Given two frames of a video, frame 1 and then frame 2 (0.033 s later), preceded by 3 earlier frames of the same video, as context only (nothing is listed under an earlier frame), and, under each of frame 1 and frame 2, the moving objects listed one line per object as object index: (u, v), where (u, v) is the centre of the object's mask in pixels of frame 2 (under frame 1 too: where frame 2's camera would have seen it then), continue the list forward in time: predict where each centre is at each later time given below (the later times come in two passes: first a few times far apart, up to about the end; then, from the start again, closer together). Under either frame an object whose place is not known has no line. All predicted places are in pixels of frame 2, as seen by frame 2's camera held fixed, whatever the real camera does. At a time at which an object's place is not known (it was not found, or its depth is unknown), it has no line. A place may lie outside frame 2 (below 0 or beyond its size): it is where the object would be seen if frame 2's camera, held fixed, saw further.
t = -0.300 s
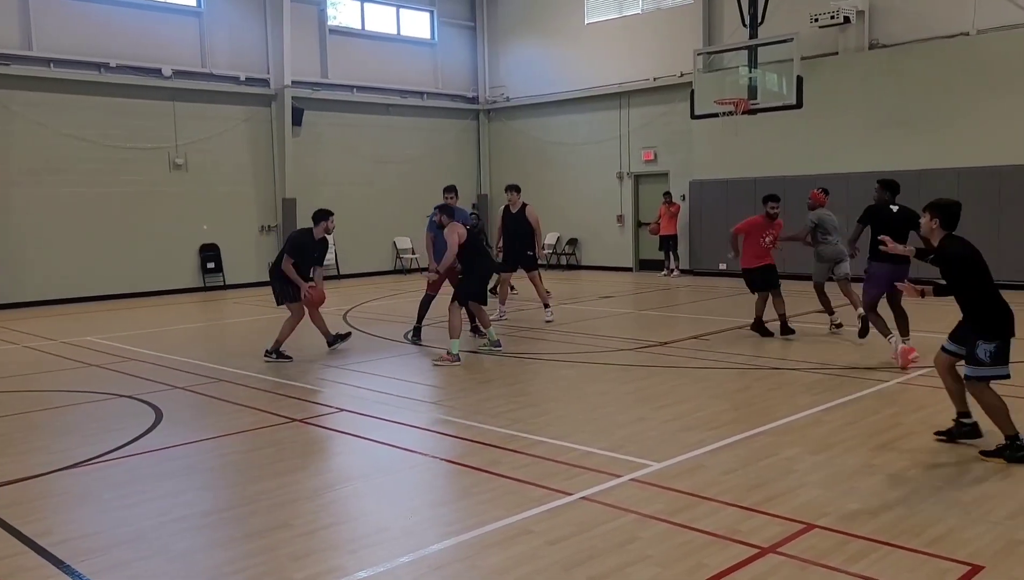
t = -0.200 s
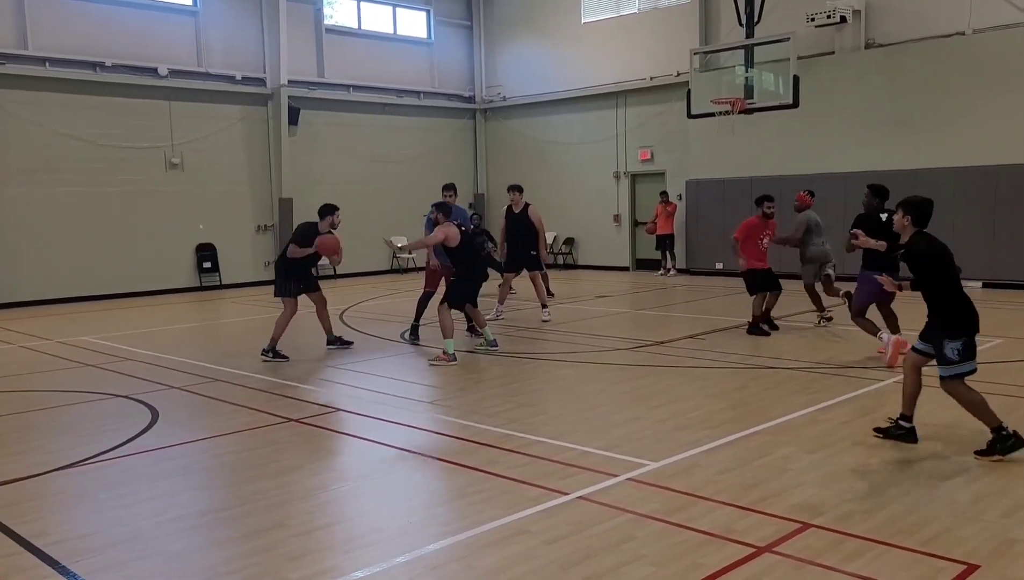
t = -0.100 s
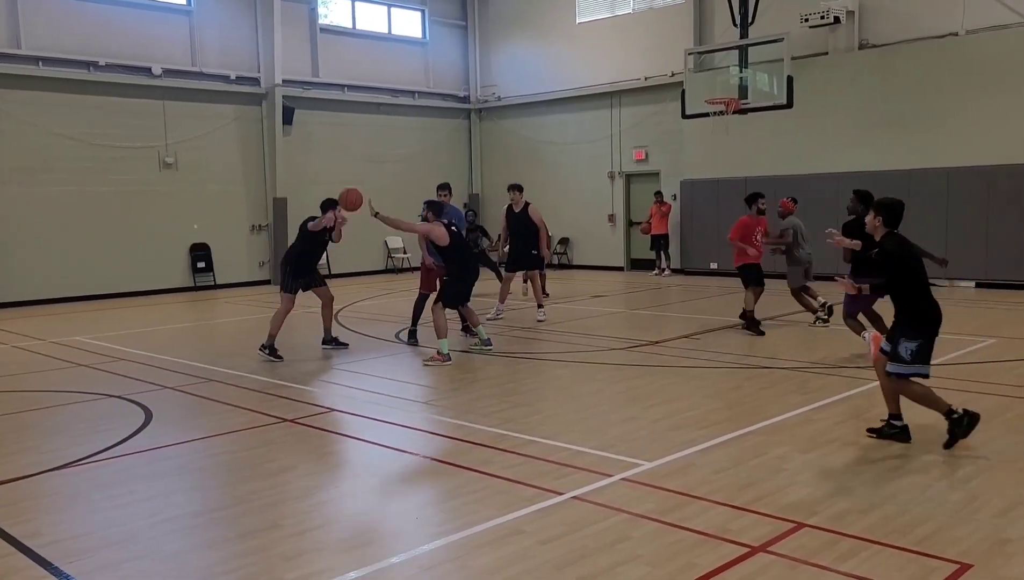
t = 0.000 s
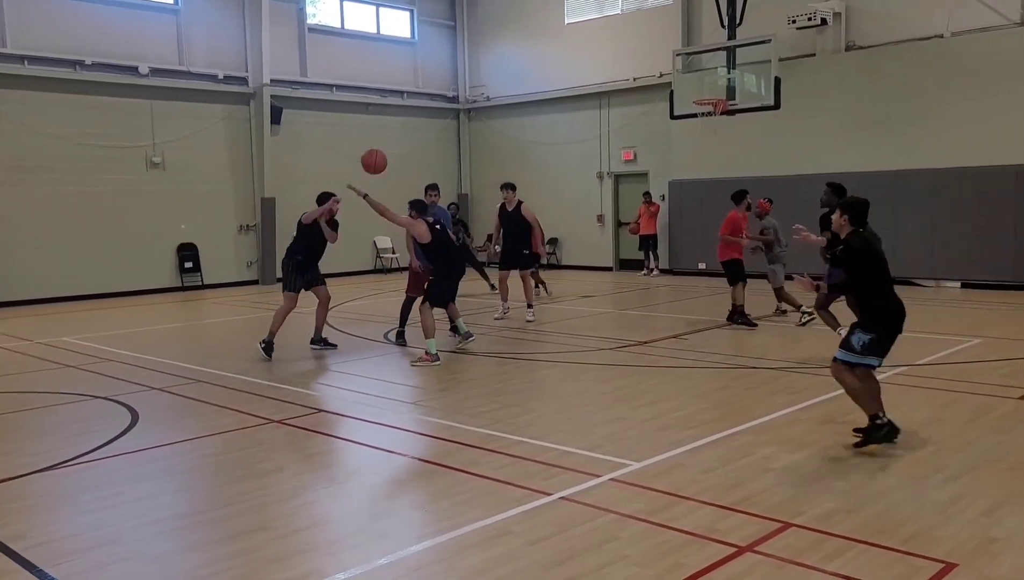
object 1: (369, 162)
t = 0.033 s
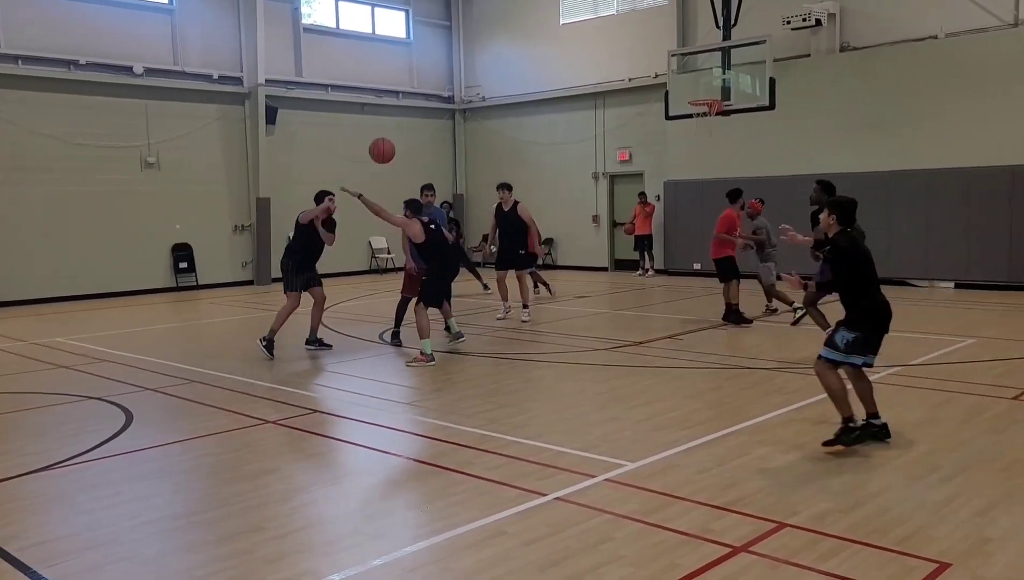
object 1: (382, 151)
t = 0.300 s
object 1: (504, 92)
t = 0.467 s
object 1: (606, 95)
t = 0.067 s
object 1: (395, 140)
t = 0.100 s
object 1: (409, 130)
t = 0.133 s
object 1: (423, 121)
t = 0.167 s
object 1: (438, 114)
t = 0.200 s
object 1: (453, 107)
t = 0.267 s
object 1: (486, 96)
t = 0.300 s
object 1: (504, 92)
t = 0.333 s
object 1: (523, 90)
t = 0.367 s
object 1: (542, 89)
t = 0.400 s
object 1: (562, 90)
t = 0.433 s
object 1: (584, 92)
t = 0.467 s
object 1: (606, 95)
